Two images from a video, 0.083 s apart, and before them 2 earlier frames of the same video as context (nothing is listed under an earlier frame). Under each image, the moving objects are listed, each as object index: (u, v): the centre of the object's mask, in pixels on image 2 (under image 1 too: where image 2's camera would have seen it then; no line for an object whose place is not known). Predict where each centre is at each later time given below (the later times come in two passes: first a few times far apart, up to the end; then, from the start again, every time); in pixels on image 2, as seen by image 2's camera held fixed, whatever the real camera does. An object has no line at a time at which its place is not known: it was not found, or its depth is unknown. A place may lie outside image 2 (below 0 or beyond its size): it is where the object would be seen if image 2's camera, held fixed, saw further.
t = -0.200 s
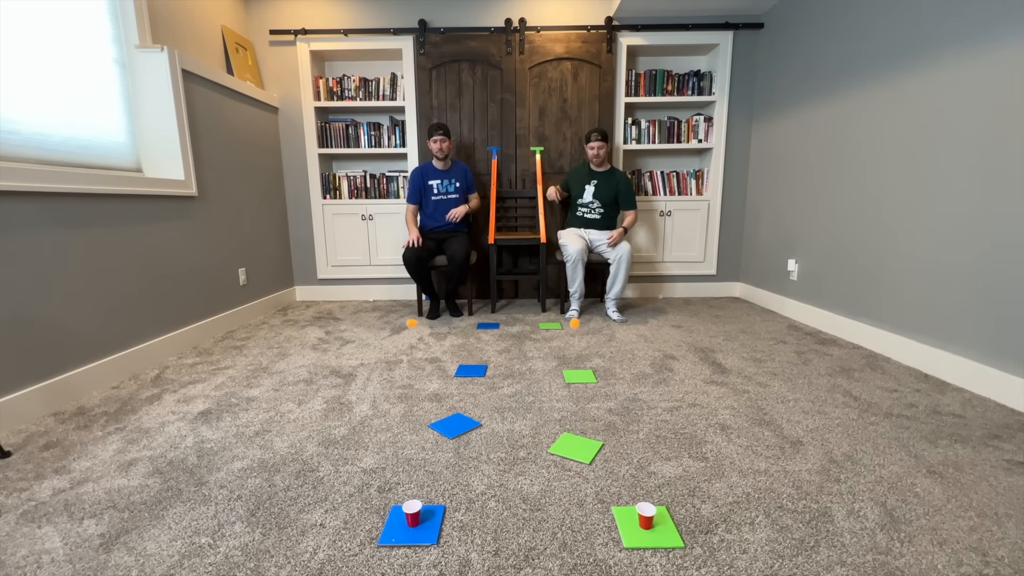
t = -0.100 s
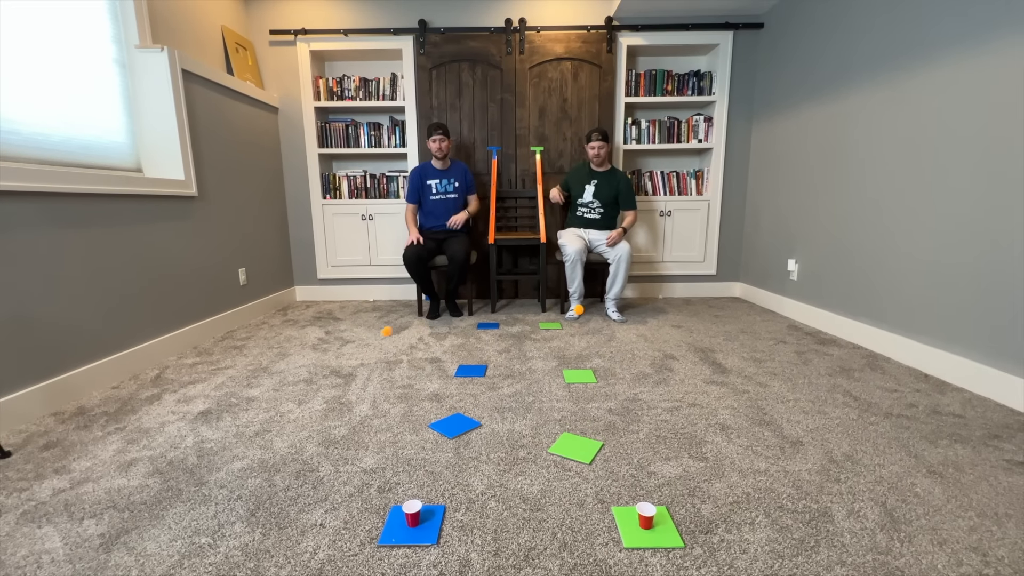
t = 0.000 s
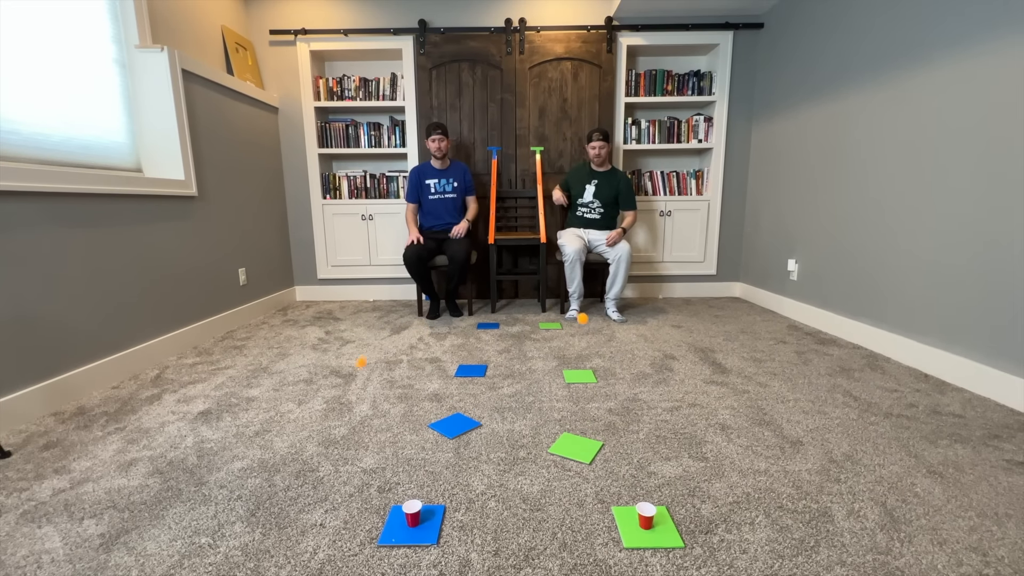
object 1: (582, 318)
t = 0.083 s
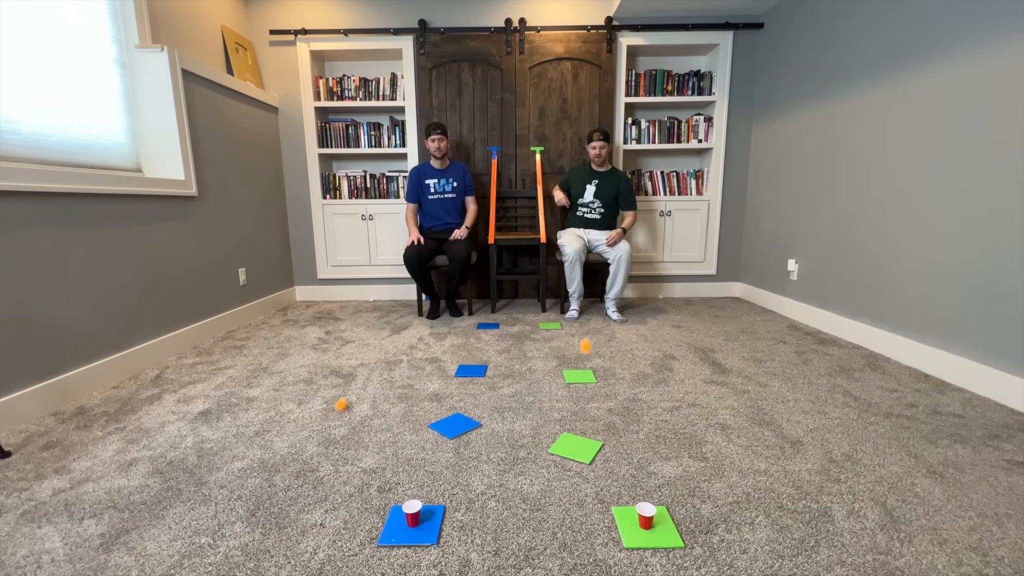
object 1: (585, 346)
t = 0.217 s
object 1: (590, 431)
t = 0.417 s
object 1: (608, 385)
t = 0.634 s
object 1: (631, 464)
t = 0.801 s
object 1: (628, 570)
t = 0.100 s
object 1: (586, 354)
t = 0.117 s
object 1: (586, 362)
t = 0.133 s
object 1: (587, 370)
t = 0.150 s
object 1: (588, 383)
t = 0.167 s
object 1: (588, 393)
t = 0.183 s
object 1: (589, 405)
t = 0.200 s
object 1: (590, 417)
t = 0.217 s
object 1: (590, 431)
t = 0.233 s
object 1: (591, 431)
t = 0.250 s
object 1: (592, 423)
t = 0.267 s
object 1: (594, 417)
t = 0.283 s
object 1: (595, 411)
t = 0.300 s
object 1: (597, 404)
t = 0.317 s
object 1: (599, 399)
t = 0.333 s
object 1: (601, 395)
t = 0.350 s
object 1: (602, 391)
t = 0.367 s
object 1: (604, 388)
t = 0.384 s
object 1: (605, 386)
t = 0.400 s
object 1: (607, 385)
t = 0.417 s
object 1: (608, 385)
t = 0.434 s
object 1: (610, 385)
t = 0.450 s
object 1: (612, 385)
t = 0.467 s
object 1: (613, 388)
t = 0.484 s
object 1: (615, 390)
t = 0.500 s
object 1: (617, 394)
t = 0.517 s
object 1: (619, 400)
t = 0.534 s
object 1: (620, 406)
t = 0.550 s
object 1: (622, 413)
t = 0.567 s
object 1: (624, 421)
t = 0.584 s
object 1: (626, 430)
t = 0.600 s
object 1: (627, 441)
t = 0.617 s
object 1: (629, 451)
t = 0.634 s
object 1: (631, 464)
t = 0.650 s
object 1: (632, 477)
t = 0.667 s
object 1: (634, 492)
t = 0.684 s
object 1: (634, 507)
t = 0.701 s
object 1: (633, 521)
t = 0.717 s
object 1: (631, 535)
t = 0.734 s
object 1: (630, 544)
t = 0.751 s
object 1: (630, 551)
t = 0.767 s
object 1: (630, 558)
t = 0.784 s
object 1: (629, 566)
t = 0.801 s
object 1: (628, 570)
